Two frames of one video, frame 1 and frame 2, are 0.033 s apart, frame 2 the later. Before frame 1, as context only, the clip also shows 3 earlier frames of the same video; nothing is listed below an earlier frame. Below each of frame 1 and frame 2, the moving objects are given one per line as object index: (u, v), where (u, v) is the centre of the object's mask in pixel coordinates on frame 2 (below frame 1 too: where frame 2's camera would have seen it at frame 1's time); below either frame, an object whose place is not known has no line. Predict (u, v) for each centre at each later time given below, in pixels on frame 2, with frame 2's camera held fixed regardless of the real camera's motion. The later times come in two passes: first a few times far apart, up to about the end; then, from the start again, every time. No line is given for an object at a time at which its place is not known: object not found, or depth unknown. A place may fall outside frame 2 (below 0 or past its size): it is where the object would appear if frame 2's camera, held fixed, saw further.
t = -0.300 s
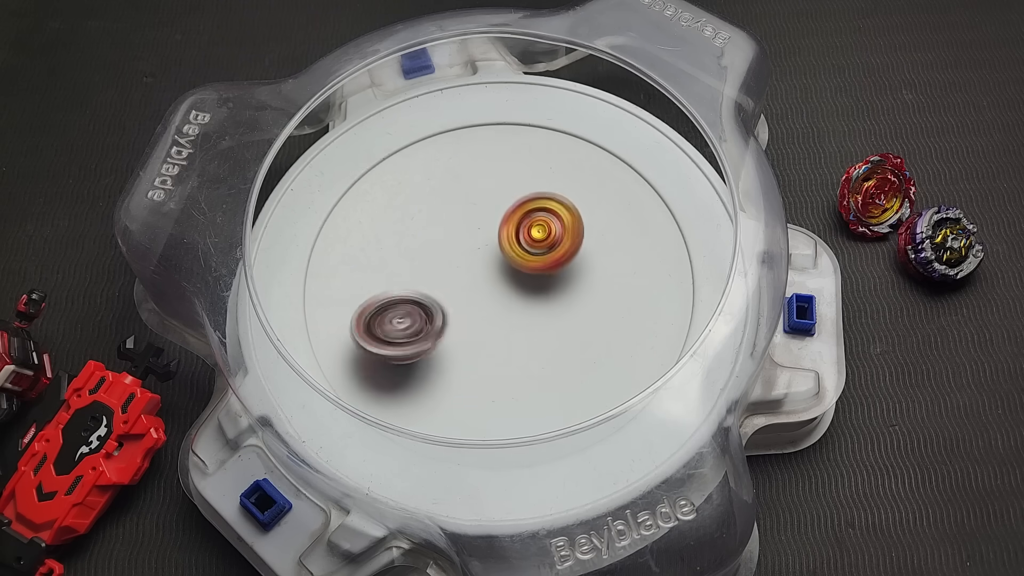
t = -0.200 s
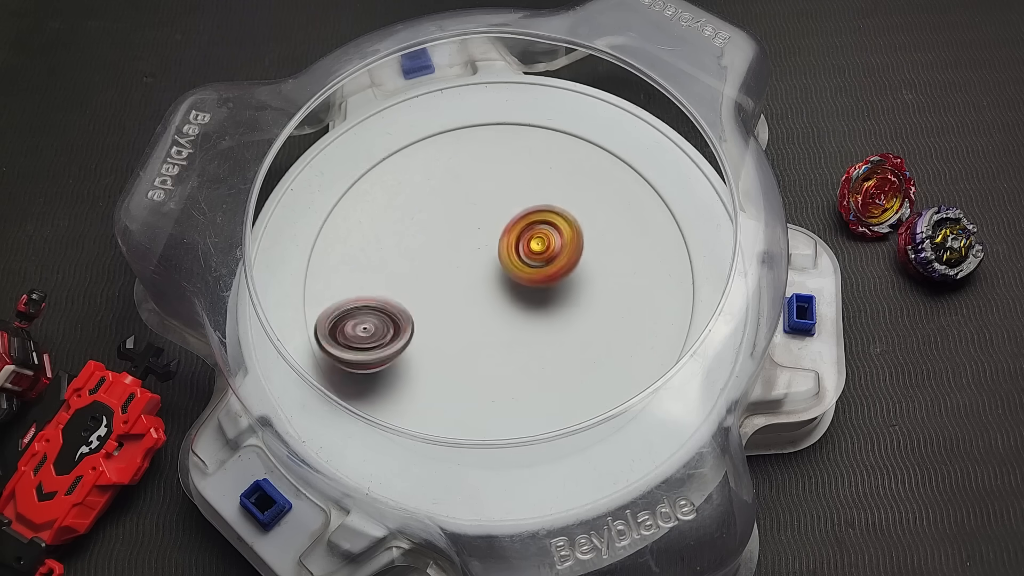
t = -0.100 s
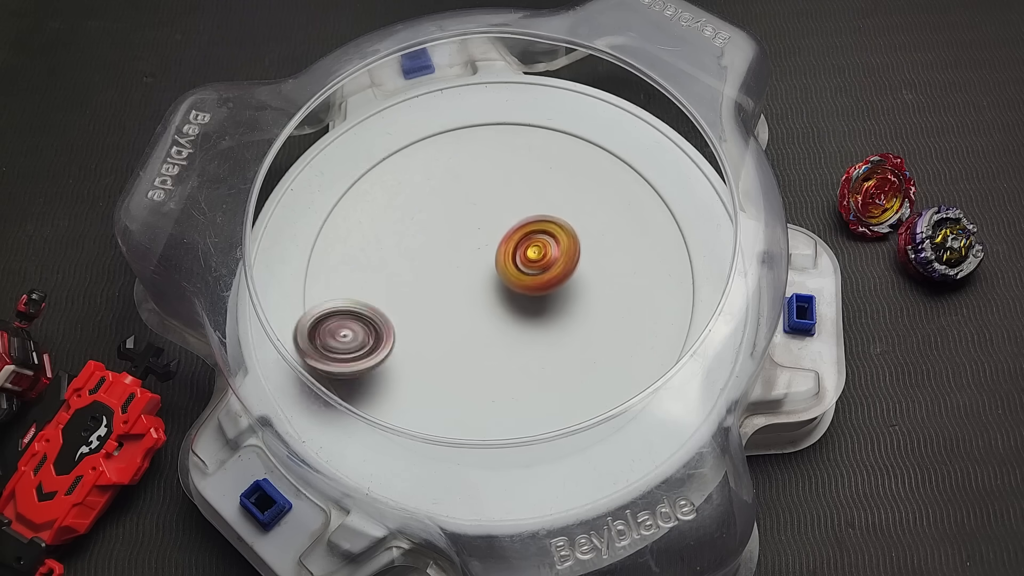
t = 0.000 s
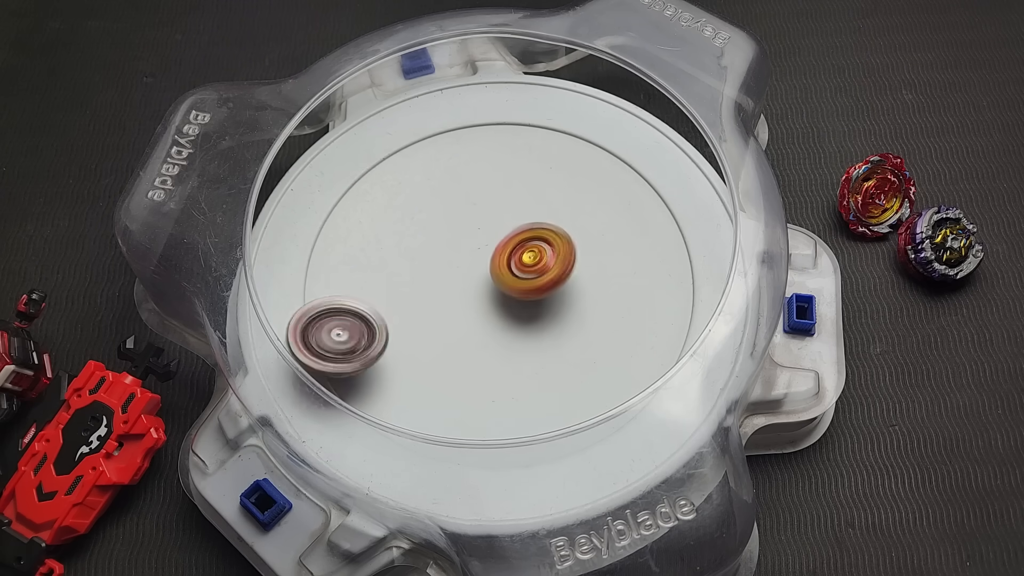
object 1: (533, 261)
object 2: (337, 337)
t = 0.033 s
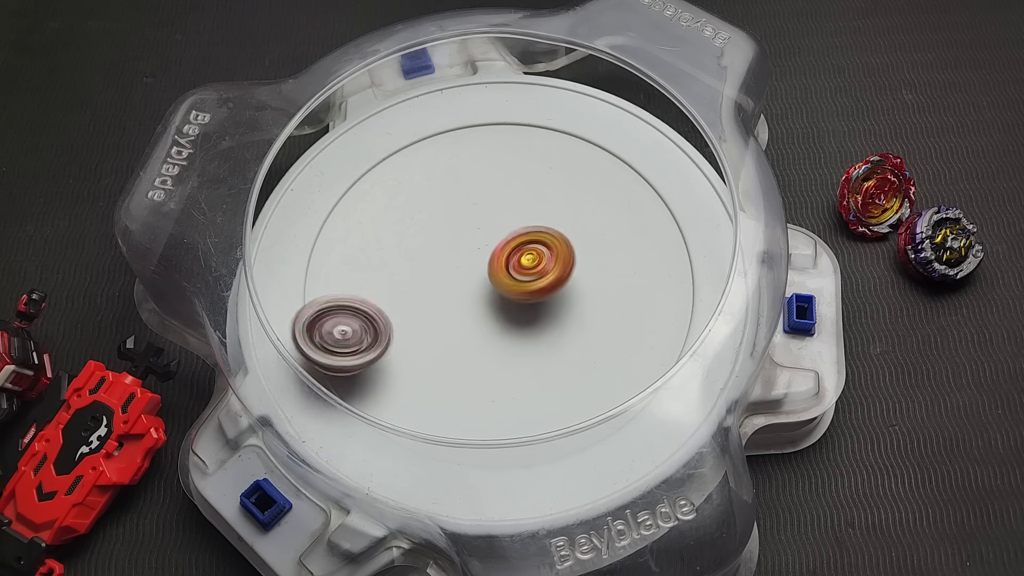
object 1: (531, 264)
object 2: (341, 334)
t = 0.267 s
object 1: (511, 338)
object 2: (397, 284)
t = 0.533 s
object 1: (551, 354)
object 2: (391, 202)
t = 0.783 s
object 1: (522, 329)
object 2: (440, 191)
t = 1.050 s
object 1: (462, 287)
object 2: (523, 213)
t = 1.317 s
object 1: (445, 259)
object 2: (580, 214)
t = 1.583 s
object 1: (469, 245)
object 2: (556, 235)
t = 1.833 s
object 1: (470, 239)
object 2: (582, 285)
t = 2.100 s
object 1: (503, 255)
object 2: (568, 307)
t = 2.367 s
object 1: (498, 246)
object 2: (540, 332)
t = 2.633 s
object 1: (488, 252)
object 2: (478, 337)
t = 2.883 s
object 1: (481, 264)
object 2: (420, 326)
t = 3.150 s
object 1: (537, 245)
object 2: (414, 299)
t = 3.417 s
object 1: (549, 253)
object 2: (456, 258)
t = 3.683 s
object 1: (546, 286)
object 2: (482, 222)
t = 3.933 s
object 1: (507, 334)
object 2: (512, 208)
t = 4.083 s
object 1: (483, 332)
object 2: (524, 228)
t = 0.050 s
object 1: (532, 266)
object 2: (343, 332)
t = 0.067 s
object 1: (529, 269)
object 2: (347, 330)
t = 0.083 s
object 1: (527, 271)
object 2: (351, 329)
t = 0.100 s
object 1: (523, 277)
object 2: (354, 327)
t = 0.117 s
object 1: (521, 281)
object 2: (359, 325)
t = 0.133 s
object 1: (518, 286)
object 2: (367, 322)
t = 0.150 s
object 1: (515, 289)
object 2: (372, 319)
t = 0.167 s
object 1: (511, 296)
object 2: (378, 316)
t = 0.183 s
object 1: (507, 300)
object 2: (386, 314)
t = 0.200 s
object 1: (503, 308)
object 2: (392, 309)
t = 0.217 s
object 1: (498, 313)
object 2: (397, 306)
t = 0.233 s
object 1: (496, 319)
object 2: (404, 302)
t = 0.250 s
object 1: (502, 326)
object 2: (402, 292)
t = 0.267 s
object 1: (511, 338)
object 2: (397, 284)
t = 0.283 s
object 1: (517, 343)
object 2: (396, 280)
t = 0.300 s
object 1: (525, 349)
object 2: (395, 273)
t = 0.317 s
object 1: (530, 355)
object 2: (392, 265)
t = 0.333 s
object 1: (537, 359)
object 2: (389, 261)
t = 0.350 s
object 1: (540, 362)
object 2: (390, 254)
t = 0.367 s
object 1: (545, 363)
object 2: (388, 247)
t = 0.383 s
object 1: (546, 366)
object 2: (387, 242)
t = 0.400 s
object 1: (550, 365)
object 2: (388, 237)
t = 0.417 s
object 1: (550, 366)
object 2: (387, 231)
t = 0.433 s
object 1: (551, 363)
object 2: (386, 227)
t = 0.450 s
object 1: (552, 364)
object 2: (388, 222)
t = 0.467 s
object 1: (552, 361)
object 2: (388, 217)
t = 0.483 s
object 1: (553, 360)
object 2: (387, 213)
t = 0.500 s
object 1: (551, 357)
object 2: (390, 210)
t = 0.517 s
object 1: (552, 356)
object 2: (391, 205)
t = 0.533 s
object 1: (551, 354)
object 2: (391, 202)
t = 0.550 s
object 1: (552, 351)
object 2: (394, 200)
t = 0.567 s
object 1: (549, 350)
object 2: (396, 196)
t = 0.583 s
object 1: (550, 348)
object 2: (396, 194)
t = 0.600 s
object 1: (547, 347)
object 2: (400, 193)
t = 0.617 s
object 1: (546, 345)
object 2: (403, 191)
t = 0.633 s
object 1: (545, 345)
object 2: (404, 190)
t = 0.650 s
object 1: (543, 342)
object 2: (409, 190)
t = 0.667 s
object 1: (542, 342)
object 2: (412, 188)
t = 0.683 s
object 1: (539, 340)
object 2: (414, 188)
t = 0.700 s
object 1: (539, 338)
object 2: (419, 189)
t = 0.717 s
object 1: (535, 336)
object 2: (424, 188)
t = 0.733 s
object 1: (533, 334)
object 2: (426, 188)
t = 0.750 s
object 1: (529, 333)
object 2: (432, 191)
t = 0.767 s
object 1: (526, 330)
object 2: (437, 189)
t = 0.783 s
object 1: (522, 329)
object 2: (440, 191)
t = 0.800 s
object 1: (518, 325)
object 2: (446, 194)
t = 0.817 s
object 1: (515, 324)
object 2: (451, 193)
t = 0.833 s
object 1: (511, 321)
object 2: (454, 195)
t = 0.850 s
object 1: (508, 319)
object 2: (461, 197)
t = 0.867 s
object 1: (502, 316)
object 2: (466, 197)
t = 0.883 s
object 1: (500, 313)
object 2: (470, 199)
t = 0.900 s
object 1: (495, 311)
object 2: (477, 202)
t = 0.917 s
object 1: (491, 307)
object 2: (482, 201)
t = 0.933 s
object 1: (487, 305)
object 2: (485, 204)
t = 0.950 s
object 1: (483, 302)
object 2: (493, 206)
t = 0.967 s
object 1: (480, 300)
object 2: (497, 205)
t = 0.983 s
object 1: (475, 296)
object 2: (501, 208)
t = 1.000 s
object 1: (473, 294)
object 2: (508, 210)
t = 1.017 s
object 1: (468, 291)
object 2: (512, 209)
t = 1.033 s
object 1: (466, 289)
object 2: (516, 211)
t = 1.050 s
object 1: (462, 287)
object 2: (523, 213)
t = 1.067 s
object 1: (460, 284)
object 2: (526, 211)
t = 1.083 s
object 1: (457, 282)
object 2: (530, 214)
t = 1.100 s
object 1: (454, 279)
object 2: (537, 214)
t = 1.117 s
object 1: (453, 278)
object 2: (539, 213)
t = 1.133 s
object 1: (450, 275)
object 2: (544, 215)
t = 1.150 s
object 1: (450, 273)
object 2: (550, 214)
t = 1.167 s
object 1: (447, 271)
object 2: (551, 214)
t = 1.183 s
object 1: (447, 269)
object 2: (557, 215)
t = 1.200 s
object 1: (446, 268)
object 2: (562, 214)
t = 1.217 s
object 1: (445, 265)
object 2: (563, 215)
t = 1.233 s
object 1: (445, 265)
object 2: (569, 215)
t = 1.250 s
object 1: (444, 263)
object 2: (572, 213)
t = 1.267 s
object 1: (446, 262)
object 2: (573, 214)
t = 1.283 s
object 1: (444, 261)
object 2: (578, 214)
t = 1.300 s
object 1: (446, 259)
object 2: (578, 212)
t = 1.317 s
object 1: (445, 259)
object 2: (580, 214)
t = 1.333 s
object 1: (446, 257)
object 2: (583, 212)
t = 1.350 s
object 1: (447, 258)
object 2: (582, 212)
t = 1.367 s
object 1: (447, 256)
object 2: (583, 214)
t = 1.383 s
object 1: (450, 255)
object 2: (585, 212)
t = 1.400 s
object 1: (450, 254)
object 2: (583, 213)
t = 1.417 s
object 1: (452, 252)
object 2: (584, 215)
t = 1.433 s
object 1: (453, 253)
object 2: (583, 214)
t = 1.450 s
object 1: (454, 250)
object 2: (580, 216)
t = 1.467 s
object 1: (456, 251)
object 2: (581, 217)
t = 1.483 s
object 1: (457, 249)
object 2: (577, 218)
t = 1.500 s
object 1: (460, 248)
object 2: (574, 222)
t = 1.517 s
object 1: (461, 248)
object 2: (573, 223)
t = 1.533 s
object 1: (463, 245)
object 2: (568, 225)
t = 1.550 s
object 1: (465, 246)
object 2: (564, 230)
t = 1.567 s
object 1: (466, 245)
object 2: (561, 231)
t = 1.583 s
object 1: (469, 245)
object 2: (556, 235)
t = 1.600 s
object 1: (465, 244)
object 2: (560, 239)
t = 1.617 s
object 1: (462, 242)
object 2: (563, 241)
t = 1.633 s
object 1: (459, 242)
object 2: (565, 247)
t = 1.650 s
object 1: (457, 240)
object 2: (570, 249)
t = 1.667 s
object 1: (458, 240)
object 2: (570, 252)
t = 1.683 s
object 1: (456, 239)
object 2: (573, 257)
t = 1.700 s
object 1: (458, 237)
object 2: (575, 258)
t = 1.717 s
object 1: (458, 237)
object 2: (575, 262)
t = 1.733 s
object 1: (459, 236)
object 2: (578, 266)
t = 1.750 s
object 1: (461, 237)
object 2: (578, 268)
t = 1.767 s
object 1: (462, 237)
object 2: (579, 274)
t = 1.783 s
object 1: (465, 236)
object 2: (581, 276)
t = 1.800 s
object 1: (466, 237)
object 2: (580, 279)
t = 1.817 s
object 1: (467, 237)
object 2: (582, 283)
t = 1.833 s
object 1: (470, 239)
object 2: (582, 285)
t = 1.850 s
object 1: (471, 239)
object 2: (582, 290)
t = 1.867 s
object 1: (474, 238)
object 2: (585, 292)
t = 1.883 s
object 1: (475, 240)
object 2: (583, 294)
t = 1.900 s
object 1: (476, 240)
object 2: (584, 297)
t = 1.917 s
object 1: (480, 242)
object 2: (584, 297)
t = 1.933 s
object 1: (481, 242)
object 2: (583, 300)
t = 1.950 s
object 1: (484, 242)
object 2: (585, 302)
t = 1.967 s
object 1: (486, 245)
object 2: (582, 302)
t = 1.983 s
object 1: (487, 245)
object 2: (582, 305)
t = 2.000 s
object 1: (491, 247)
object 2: (582, 305)
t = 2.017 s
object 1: (492, 248)
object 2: (578, 307)
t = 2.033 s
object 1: (494, 248)
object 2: (579, 307)
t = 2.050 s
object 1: (496, 251)
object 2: (576, 308)
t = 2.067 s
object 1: (498, 252)
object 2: (574, 309)
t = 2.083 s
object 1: (502, 253)
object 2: (573, 307)
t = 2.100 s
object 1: (503, 255)
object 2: (568, 307)
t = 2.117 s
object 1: (504, 254)
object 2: (568, 307)
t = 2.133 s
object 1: (503, 253)
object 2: (568, 311)
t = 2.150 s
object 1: (501, 250)
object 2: (569, 316)
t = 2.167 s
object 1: (502, 247)
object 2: (572, 318)
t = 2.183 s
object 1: (500, 247)
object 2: (569, 321)
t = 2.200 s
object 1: (499, 245)
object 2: (571, 323)
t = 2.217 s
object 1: (501, 245)
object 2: (568, 325)
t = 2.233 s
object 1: (499, 244)
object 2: (566, 327)
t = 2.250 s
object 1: (499, 243)
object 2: (564, 328)
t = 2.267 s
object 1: (499, 245)
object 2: (560, 329)
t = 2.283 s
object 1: (498, 245)
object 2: (560, 330)
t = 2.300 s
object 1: (500, 243)
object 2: (554, 331)
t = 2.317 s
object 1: (498, 245)
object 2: (551, 332)
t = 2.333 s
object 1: (498, 244)
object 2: (547, 333)
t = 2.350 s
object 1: (499, 246)
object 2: (542, 333)
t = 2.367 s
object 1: (498, 246)
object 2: (540, 332)
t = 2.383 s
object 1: (498, 245)
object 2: (533, 332)
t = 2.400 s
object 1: (497, 248)
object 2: (531, 333)
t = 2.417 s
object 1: (496, 248)
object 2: (525, 333)
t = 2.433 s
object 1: (497, 248)
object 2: (520, 333)
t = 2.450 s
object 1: (494, 250)
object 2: (516, 333)
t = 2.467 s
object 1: (493, 250)
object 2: (510, 333)
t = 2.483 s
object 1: (494, 251)
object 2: (509, 333)
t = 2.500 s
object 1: (492, 252)
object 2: (502, 333)
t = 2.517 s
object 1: (491, 252)
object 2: (500, 333)
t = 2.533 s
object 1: (491, 254)
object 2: (495, 333)
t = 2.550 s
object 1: (490, 253)
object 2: (491, 333)
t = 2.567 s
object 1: (491, 251)
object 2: (489, 335)
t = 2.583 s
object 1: (489, 252)
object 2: (484, 335)
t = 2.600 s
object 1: (488, 251)
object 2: (484, 336)
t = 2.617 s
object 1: (489, 251)
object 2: (479, 336)
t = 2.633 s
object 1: (488, 252)
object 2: (478, 337)
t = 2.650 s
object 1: (487, 251)
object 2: (474, 337)
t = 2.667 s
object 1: (487, 253)
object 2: (470, 337)
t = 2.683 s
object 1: (486, 252)
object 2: (469, 338)
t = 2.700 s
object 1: (486, 252)
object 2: (463, 338)
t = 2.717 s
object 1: (485, 254)
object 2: (462, 339)
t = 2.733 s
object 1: (483, 254)
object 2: (456, 337)
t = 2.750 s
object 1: (485, 254)
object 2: (452, 338)
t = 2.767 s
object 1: (483, 256)
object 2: (447, 336)
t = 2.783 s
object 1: (482, 257)
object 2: (441, 335)
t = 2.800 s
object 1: (483, 259)
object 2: (438, 333)
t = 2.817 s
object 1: (482, 260)
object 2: (431, 331)
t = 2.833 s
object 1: (481, 260)
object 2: (429, 331)
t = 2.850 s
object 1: (481, 263)
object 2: (424, 329)
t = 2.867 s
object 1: (480, 265)
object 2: (423, 329)
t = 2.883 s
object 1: (481, 264)
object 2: (420, 326)
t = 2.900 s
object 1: (484, 266)
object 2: (415, 327)
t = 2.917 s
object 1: (488, 263)
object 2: (411, 328)
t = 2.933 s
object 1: (496, 258)
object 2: (404, 328)
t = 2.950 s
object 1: (500, 258)
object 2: (402, 328)
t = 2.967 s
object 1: (503, 256)
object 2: (397, 327)
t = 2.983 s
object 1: (509, 253)
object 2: (398, 327)
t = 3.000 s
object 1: (513, 252)
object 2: (396, 324)
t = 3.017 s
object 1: (515, 250)
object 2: (397, 323)
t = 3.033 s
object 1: (521, 248)
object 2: (397, 319)
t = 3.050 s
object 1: (524, 248)
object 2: (398, 318)
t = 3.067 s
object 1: (526, 247)
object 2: (401, 314)
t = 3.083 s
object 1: (530, 245)
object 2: (401, 312)
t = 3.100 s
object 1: (532, 246)
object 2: (407, 308)
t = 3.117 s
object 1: (533, 245)
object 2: (407, 305)
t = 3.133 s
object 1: (537, 244)
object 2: (412, 303)
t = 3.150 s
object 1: (537, 245)
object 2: (414, 299)
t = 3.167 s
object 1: (538, 244)
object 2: (419, 298)
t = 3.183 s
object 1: (541, 243)
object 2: (422, 293)
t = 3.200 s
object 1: (542, 244)
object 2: (425, 292)
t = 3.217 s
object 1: (542, 244)
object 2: (428, 288)
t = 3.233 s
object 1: (545, 243)
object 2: (430, 287)
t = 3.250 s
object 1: (545, 245)
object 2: (434, 283)
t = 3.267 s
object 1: (545, 245)
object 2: (434, 282)
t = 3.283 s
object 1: (548, 244)
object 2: (439, 278)
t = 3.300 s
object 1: (548, 246)
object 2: (439, 275)
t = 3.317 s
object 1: (548, 247)
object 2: (443, 273)
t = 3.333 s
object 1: (550, 247)
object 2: (444, 268)
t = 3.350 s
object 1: (550, 249)
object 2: (448, 267)
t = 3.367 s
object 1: (550, 249)
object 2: (449, 262)
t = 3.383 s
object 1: (551, 249)
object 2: (452, 262)
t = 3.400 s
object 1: (550, 252)
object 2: (455, 257)
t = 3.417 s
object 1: (549, 253)
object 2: (456, 258)
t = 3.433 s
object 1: (550, 252)
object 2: (459, 252)
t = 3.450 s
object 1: (551, 255)
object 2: (457, 251)
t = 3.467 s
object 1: (550, 257)
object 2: (461, 247)
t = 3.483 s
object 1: (550, 257)
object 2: (460, 244)
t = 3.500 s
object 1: (551, 260)
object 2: (464, 242)
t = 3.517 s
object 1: (550, 262)
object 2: (463, 239)
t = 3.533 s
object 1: (551, 264)
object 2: (466, 237)
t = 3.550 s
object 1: (552, 268)
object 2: (466, 232)
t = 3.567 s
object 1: (552, 271)
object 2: (468, 233)
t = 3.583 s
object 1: (552, 272)
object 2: (469, 229)
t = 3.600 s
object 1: (553, 275)
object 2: (471, 229)
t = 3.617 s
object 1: (552, 277)
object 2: (473, 225)
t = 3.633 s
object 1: (551, 279)
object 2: (474, 226)
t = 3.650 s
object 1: (551, 282)
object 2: (477, 223)
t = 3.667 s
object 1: (549, 284)
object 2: (478, 225)
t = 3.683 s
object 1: (546, 286)
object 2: (482, 222)
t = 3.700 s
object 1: (547, 288)
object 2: (482, 223)
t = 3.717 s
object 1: (543, 290)
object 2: (487, 222)
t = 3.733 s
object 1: (540, 292)
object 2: (487, 222)
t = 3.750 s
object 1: (540, 293)
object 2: (492, 223)
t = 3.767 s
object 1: (537, 295)
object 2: (492, 222)
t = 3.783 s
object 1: (534, 299)
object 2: (496, 222)
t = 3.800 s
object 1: (533, 304)
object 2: (497, 218)
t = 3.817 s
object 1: (530, 311)
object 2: (501, 215)
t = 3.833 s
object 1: (526, 316)
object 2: (502, 213)
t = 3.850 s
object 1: (523, 320)
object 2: (506, 211)
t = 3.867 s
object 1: (521, 324)
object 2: (506, 209)
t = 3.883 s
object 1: (517, 328)
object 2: (510, 209)
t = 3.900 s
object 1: (512, 331)
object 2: (509, 208)
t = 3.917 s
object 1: (511, 332)
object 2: (512, 209)
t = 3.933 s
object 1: (507, 334)
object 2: (512, 208)
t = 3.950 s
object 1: (503, 336)
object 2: (515, 211)
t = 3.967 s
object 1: (500, 336)
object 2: (514, 211)
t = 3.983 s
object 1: (498, 337)
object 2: (517, 214)
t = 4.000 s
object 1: (494, 337)
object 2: (517, 214)
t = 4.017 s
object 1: (491, 336)
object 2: (519, 218)
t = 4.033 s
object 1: (490, 336)
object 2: (519, 218)
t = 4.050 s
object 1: (487, 336)
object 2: (522, 223)
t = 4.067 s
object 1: (484, 334)
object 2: (522, 223)
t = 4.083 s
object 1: (483, 332)
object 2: (524, 228)
